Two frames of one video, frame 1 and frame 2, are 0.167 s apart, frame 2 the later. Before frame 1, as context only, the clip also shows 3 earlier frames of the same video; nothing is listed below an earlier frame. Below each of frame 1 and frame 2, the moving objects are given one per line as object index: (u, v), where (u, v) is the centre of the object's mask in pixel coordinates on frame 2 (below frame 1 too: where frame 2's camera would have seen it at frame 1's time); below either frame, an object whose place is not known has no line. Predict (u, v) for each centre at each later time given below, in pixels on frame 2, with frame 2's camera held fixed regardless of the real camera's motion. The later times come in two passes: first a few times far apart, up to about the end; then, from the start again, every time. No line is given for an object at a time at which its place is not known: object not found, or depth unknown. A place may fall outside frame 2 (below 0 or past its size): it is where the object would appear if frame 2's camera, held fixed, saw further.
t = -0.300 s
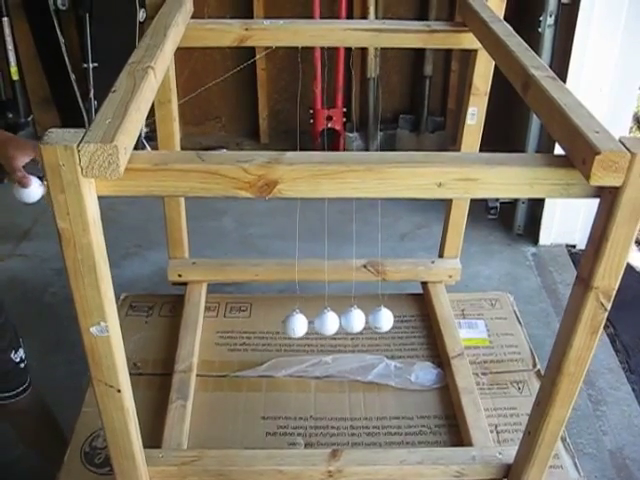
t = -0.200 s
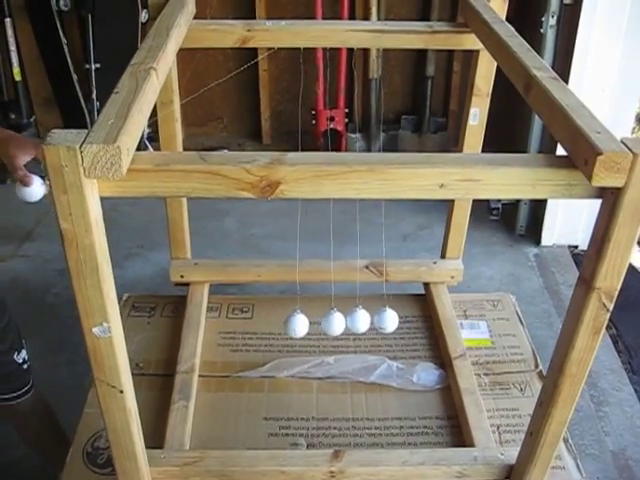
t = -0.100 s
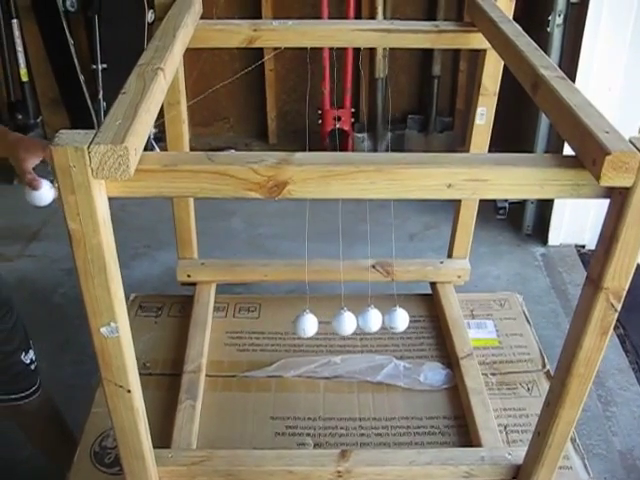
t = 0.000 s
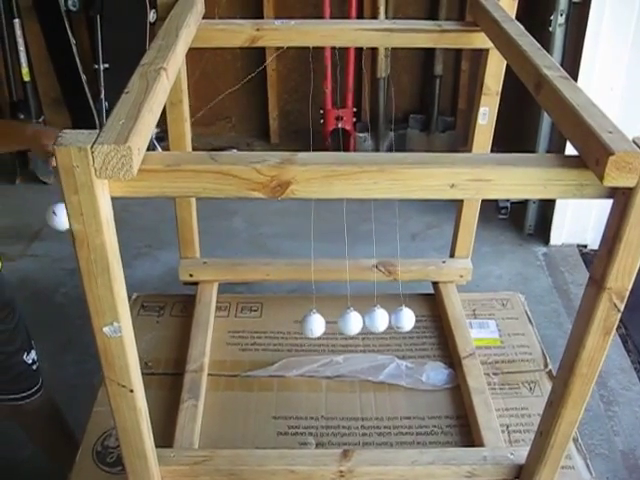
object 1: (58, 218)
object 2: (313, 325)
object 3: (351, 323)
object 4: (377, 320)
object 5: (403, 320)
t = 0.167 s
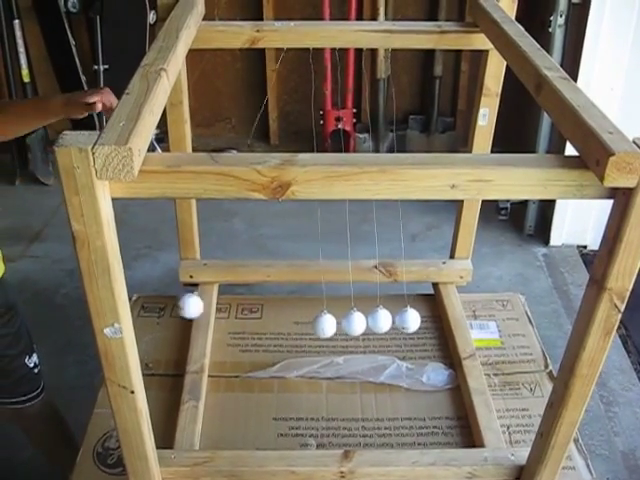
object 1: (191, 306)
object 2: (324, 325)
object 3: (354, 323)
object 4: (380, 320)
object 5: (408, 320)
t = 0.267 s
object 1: (311, 318)
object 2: (331, 326)
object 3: (355, 323)
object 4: (382, 320)
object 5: (409, 320)
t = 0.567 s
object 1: (359, 293)
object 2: (363, 364)
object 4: (378, 321)
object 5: (543, 275)
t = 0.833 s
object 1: (295, 298)
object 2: (321, 354)
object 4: (367, 318)
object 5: (440, 316)
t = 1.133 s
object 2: (276, 351)
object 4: (350, 315)
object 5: (387, 320)
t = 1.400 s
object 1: (272, 302)
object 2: (276, 352)
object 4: (371, 321)
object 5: (399, 321)
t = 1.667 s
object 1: (349, 294)
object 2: (342, 352)
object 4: (410, 301)
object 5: (464, 309)
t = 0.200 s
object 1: (233, 315)
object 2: (326, 325)
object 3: (354, 323)
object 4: (380, 320)
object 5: (408, 320)
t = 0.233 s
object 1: (275, 320)
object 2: (328, 324)
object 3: (355, 323)
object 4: (379, 320)
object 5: (408, 320)
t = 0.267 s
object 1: (311, 318)
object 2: (331, 326)
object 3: (355, 323)
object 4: (382, 320)
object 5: (409, 320)
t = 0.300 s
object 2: (338, 336)
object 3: (356, 323)
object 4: (383, 316)
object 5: (433, 317)
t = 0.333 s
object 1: (330, 293)
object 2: (345, 347)
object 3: (356, 324)
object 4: (383, 313)
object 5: (457, 313)
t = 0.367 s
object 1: (338, 286)
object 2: (350, 350)
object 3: (357, 324)
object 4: (383, 312)
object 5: (478, 307)
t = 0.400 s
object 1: (345, 283)
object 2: (355, 353)
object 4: (382, 312)
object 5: (498, 300)
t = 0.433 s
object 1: (352, 285)
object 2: (359, 359)
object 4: (382, 313)
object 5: (514, 293)
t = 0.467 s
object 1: (358, 288)
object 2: (363, 366)
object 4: (381, 315)
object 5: (526, 286)
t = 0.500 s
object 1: (360, 287)
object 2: (364, 363)
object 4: (380, 317)
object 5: (535, 280)
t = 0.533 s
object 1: (360, 288)
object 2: (364, 362)
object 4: (379, 320)
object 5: (541, 276)
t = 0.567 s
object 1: (359, 293)
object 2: (363, 364)
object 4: (378, 321)
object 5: (543, 275)
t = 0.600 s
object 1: (356, 294)
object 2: (361, 360)
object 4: (376, 322)
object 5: (542, 275)
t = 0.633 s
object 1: (351, 294)
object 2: (357, 357)
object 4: (374, 323)
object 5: (537, 279)
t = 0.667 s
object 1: (345, 296)
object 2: (352, 355)
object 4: (373, 323)
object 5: (529, 284)
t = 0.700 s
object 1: (337, 298)
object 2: (347, 353)
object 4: (371, 323)
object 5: (518, 291)
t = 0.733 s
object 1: (327, 297)
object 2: (341, 353)
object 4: (370, 322)
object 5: (503, 298)
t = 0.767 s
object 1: (317, 297)
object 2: (335, 354)
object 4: (369, 321)
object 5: (484, 305)
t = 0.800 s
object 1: (306, 298)
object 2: (328, 356)
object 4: (368, 319)
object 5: (464, 311)
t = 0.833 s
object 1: (295, 298)
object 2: (321, 354)
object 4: (367, 318)
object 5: (440, 316)
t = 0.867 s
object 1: (283, 300)
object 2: (314, 353)
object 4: (366, 318)
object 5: (416, 319)
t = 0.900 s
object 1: (272, 300)
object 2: (307, 353)
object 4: (365, 318)
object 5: (392, 319)
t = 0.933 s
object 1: (261, 300)
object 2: (301, 352)
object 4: (356, 314)
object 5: (390, 320)
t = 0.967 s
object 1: (252, 302)
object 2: (295, 352)
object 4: (354, 310)
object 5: (389, 321)
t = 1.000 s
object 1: (244, 300)
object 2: (290, 352)
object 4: (352, 308)
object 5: (388, 322)
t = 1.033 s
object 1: (237, 298)
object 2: (285, 352)
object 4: (350, 308)
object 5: (387, 322)
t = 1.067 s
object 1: (232, 298)
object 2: (282, 352)
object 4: (349, 310)
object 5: (387, 322)
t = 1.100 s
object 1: (226, 293)
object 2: (279, 352)
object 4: (349, 313)
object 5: (387, 321)
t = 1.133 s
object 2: (276, 351)
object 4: (350, 315)
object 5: (387, 320)
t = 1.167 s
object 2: (273, 350)
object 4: (351, 318)
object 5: (388, 319)
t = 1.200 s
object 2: (271, 350)
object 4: (353, 321)
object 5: (389, 318)
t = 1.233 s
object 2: (269, 350)
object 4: (355, 324)
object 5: (390, 318)
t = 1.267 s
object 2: (267, 350)
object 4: (358, 324)
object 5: (391, 319)
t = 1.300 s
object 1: (244, 295)
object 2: (268, 350)
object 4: (361, 324)
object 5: (393, 320)
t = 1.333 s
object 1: (253, 300)
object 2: (268, 350)
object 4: (365, 325)
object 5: (395, 321)
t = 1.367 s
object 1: (262, 301)
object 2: (271, 351)
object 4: (368, 323)
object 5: (397, 321)
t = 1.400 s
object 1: (272, 302)
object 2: (276, 352)
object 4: (371, 321)
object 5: (399, 321)
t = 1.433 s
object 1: (284, 303)
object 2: (281, 353)
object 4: (374, 319)
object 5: (401, 321)
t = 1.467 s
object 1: (295, 301)
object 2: (288, 354)
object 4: (377, 317)
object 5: (403, 321)
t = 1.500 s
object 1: (306, 301)
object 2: (296, 355)
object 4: (383, 313)
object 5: (410, 321)
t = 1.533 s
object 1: (317, 299)
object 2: (305, 355)
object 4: (389, 307)
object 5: (423, 320)
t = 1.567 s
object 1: (327, 298)
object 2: (314, 355)
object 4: (395, 302)
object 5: (435, 318)
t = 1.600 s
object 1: (336, 296)
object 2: (323, 354)
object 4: (401, 299)
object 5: (446, 315)
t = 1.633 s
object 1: (343, 294)
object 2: (333, 353)
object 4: (406, 299)
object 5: (456, 313)
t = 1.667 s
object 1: (349, 294)
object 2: (342, 352)
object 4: (410, 301)
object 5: (464, 309)
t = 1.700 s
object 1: (354, 293)
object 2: (350, 351)
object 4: (414, 304)
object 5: (469, 307)
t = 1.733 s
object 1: (356, 293)
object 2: (358, 350)
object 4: (416, 307)
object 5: (473, 305)
